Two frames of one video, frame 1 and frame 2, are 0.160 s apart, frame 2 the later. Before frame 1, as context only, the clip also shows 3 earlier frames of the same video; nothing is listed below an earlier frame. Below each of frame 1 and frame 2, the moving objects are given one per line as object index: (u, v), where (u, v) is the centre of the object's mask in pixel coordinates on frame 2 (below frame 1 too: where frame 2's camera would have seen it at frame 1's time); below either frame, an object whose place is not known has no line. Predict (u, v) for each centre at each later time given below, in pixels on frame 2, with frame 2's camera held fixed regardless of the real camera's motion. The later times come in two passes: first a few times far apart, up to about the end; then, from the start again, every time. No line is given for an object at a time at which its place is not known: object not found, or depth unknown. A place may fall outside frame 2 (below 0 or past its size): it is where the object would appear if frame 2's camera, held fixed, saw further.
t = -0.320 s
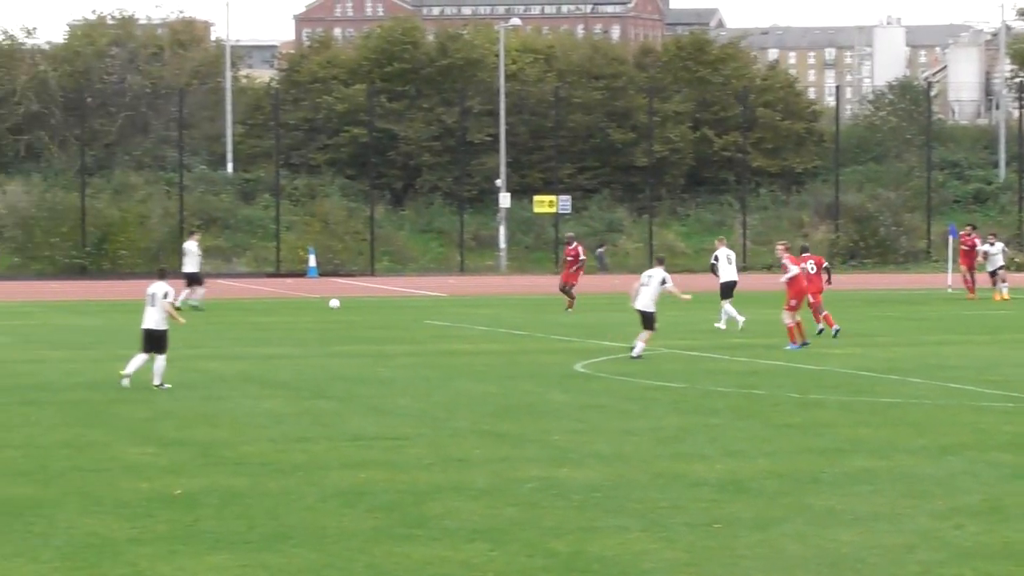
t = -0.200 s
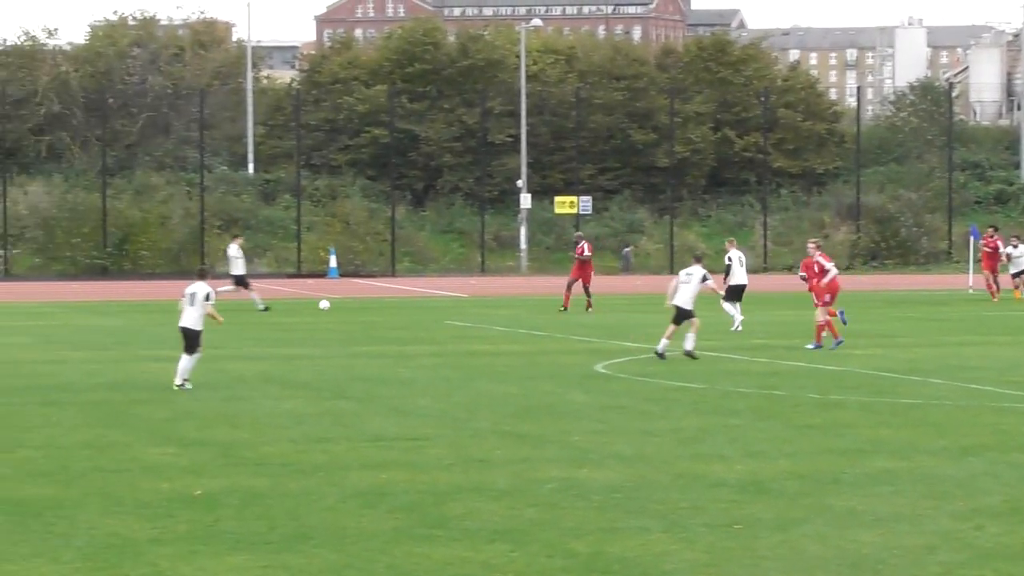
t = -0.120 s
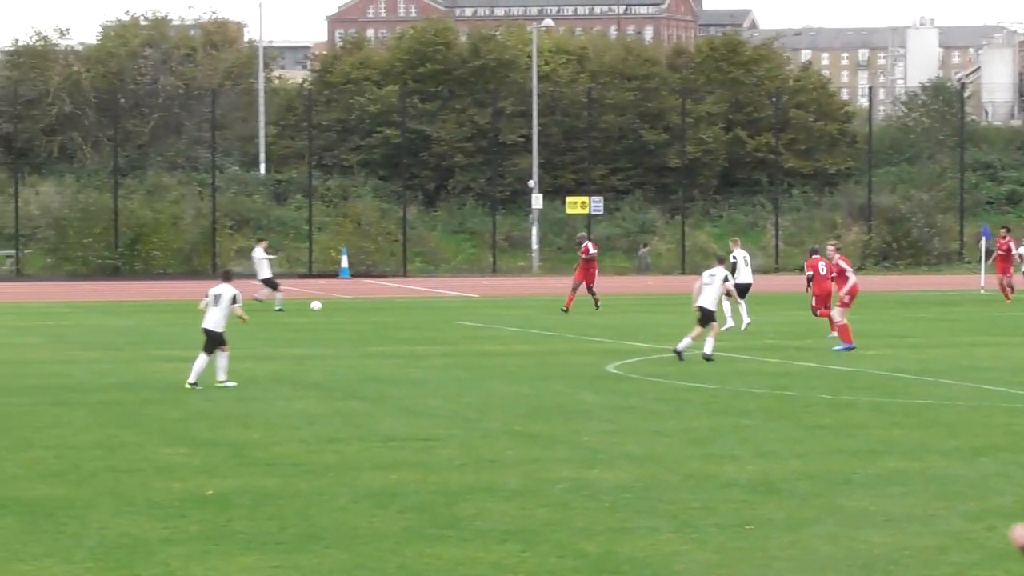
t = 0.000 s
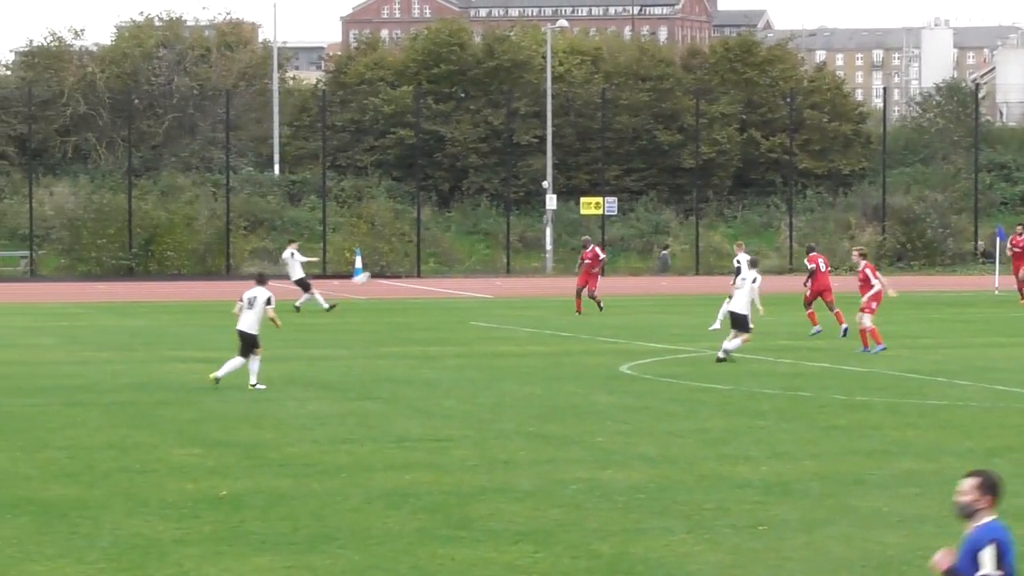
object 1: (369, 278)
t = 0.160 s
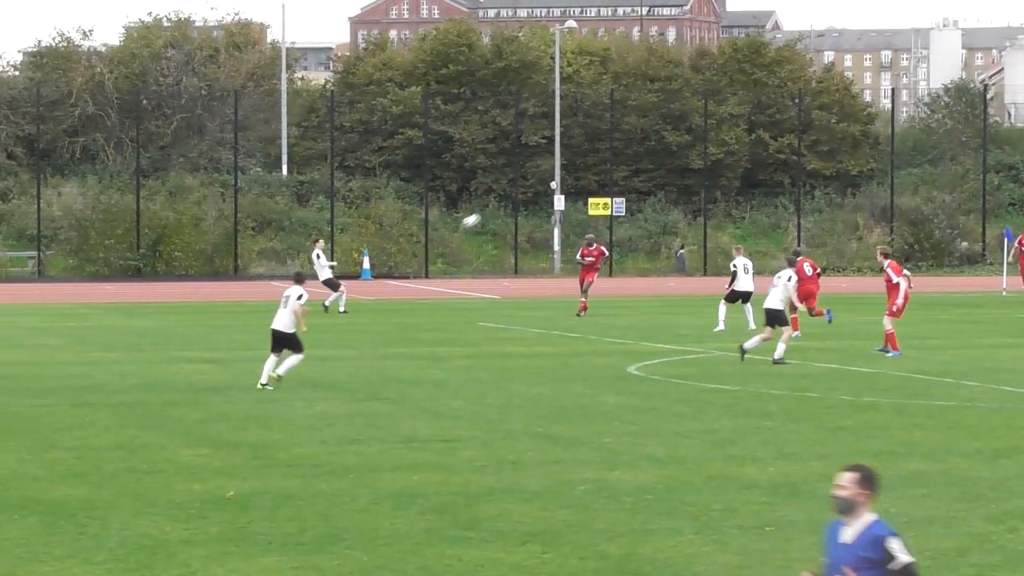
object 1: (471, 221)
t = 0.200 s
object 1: (496, 207)
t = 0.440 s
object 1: (640, 145)
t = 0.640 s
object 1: (753, 114)
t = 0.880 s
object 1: (891, 102)
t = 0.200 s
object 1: (496, 207)
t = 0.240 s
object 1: (520, 195)
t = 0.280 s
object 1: (544, 184)
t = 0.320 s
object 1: (569, 173)
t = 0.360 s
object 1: (593, 162)
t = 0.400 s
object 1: (616, 153)
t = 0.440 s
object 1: (640, 145)
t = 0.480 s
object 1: (662, 137)
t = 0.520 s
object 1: (685, 130)
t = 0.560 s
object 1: (708, 124)
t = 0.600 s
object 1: (731, 119)
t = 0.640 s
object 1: (753, 114)
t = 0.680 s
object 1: (776, 110)
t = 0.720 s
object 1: (799, 107)
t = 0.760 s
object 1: (821, 105)
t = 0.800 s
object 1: (845, 103)
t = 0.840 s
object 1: (867, 102)
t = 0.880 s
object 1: (891, 102)
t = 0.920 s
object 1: (915, 103)
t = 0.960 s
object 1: (938, 105)
